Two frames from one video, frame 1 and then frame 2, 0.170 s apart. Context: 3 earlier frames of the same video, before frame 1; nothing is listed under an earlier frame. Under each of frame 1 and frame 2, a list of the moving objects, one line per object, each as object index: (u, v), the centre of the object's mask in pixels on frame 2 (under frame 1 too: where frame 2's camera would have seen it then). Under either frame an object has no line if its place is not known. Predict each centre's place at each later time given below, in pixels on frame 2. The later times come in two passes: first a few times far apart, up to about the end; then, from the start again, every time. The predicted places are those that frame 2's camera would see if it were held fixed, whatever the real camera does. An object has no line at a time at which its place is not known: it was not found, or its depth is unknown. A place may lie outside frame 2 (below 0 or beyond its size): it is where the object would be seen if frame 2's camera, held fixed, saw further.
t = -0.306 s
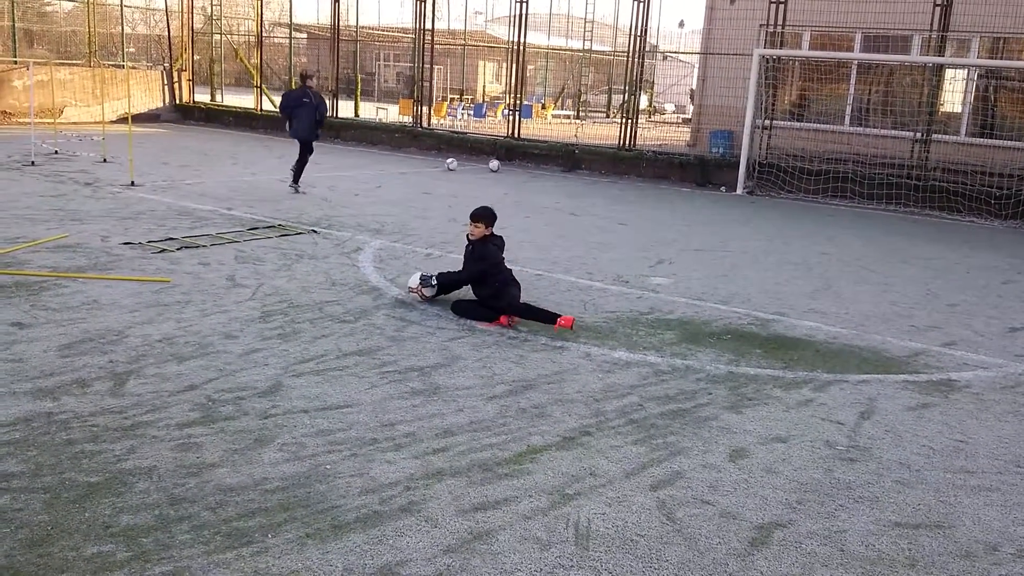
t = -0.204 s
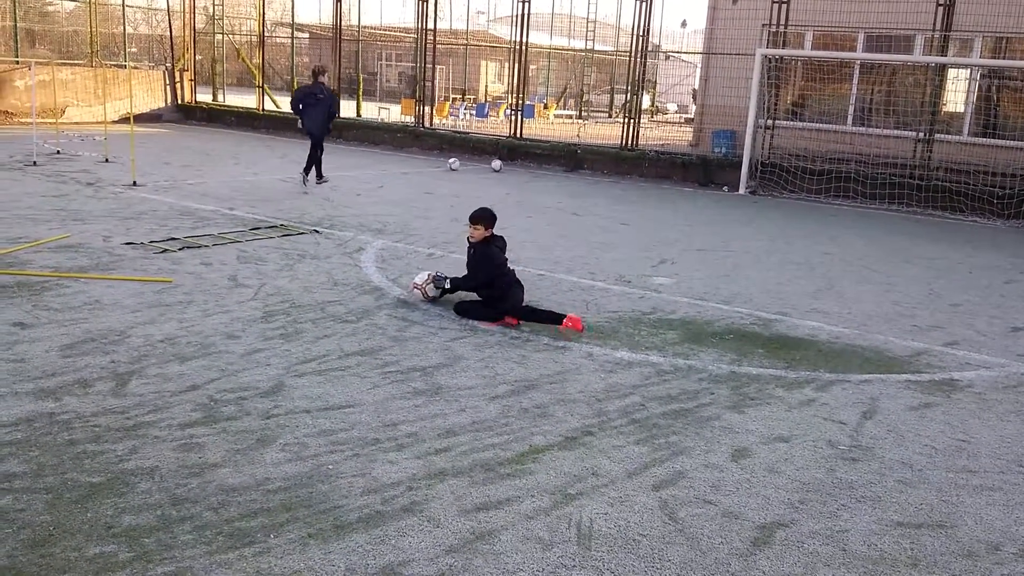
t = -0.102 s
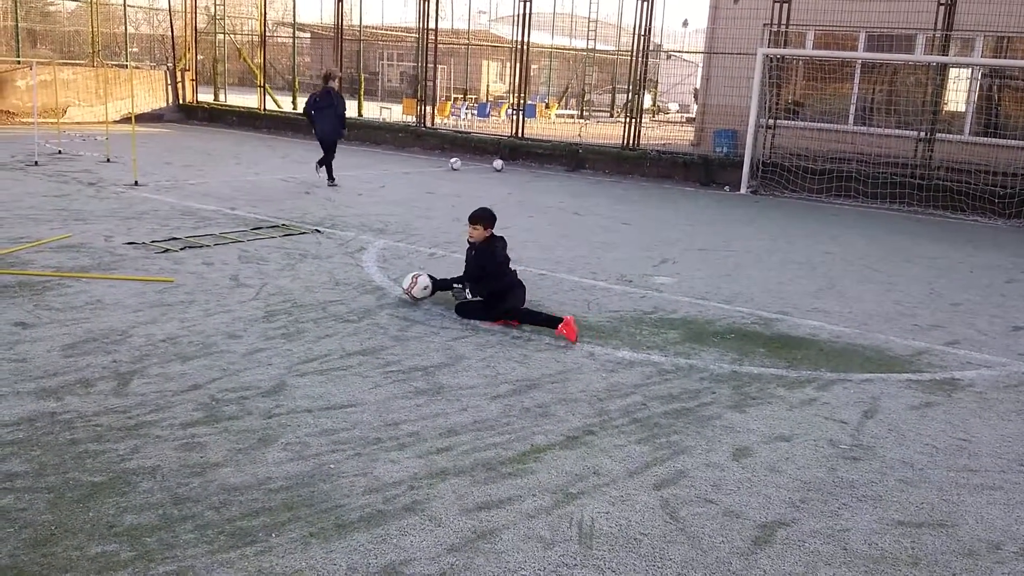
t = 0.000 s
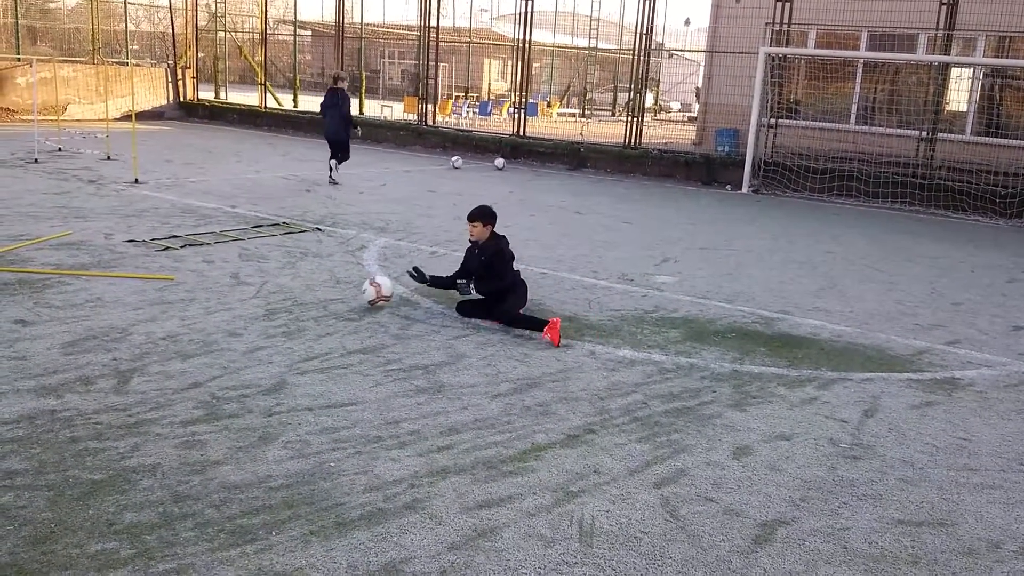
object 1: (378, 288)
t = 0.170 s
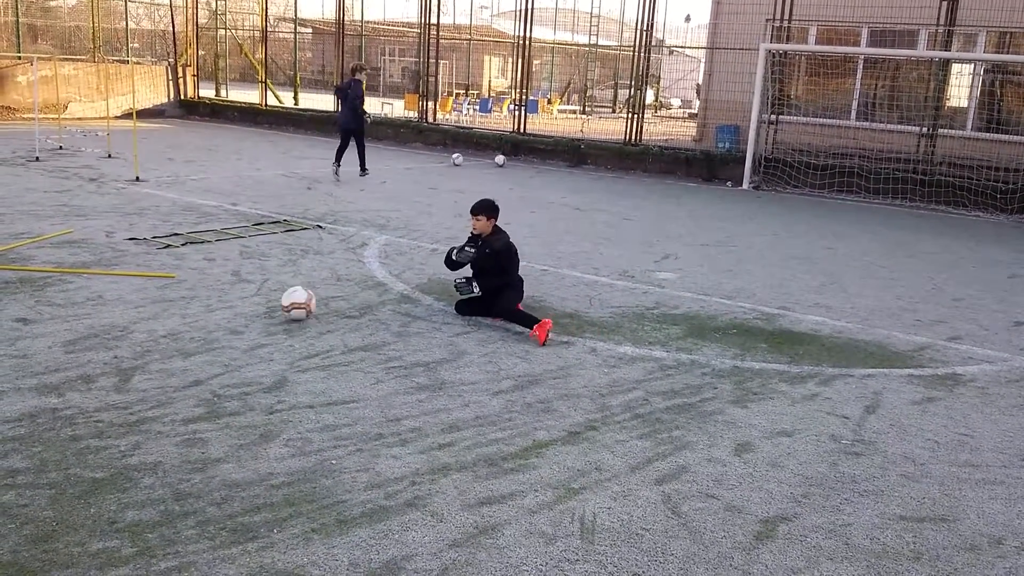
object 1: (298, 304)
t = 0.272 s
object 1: (248, 312)
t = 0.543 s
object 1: (128, 330)
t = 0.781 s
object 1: (17, 348)
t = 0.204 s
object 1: (282, 306)
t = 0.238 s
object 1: (264, 310)
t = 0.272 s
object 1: (248, 312)
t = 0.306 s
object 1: (233, 315)
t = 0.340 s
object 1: (218, 318)
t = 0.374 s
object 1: (202, 319)
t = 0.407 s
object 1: (188, 321)
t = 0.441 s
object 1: (173, 322)
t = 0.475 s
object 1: (159, 324)
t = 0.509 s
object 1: (144, 329)
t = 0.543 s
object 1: (128, 330)
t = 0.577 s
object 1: (113, 332)
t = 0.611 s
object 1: (99, 336)
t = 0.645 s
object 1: (83, 338)
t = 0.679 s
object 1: (67, 339)
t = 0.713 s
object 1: (50, 343)
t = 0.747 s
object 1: (33, 346)
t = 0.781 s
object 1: (17, 348)
